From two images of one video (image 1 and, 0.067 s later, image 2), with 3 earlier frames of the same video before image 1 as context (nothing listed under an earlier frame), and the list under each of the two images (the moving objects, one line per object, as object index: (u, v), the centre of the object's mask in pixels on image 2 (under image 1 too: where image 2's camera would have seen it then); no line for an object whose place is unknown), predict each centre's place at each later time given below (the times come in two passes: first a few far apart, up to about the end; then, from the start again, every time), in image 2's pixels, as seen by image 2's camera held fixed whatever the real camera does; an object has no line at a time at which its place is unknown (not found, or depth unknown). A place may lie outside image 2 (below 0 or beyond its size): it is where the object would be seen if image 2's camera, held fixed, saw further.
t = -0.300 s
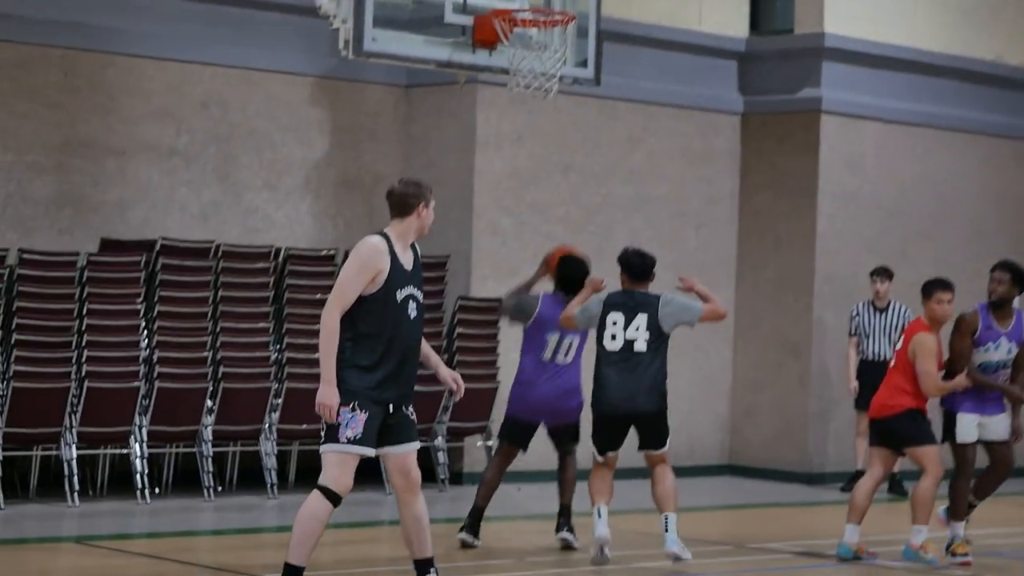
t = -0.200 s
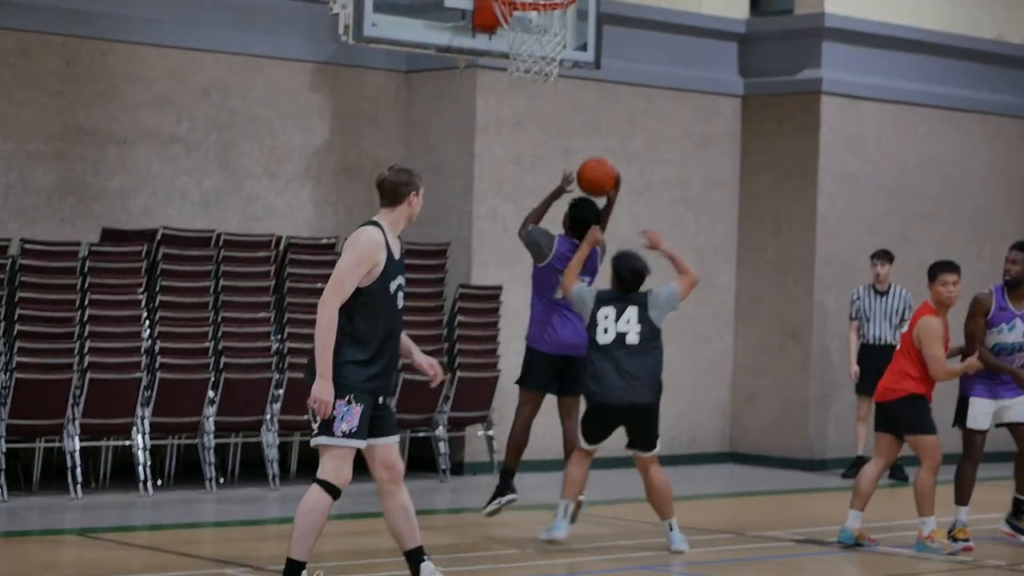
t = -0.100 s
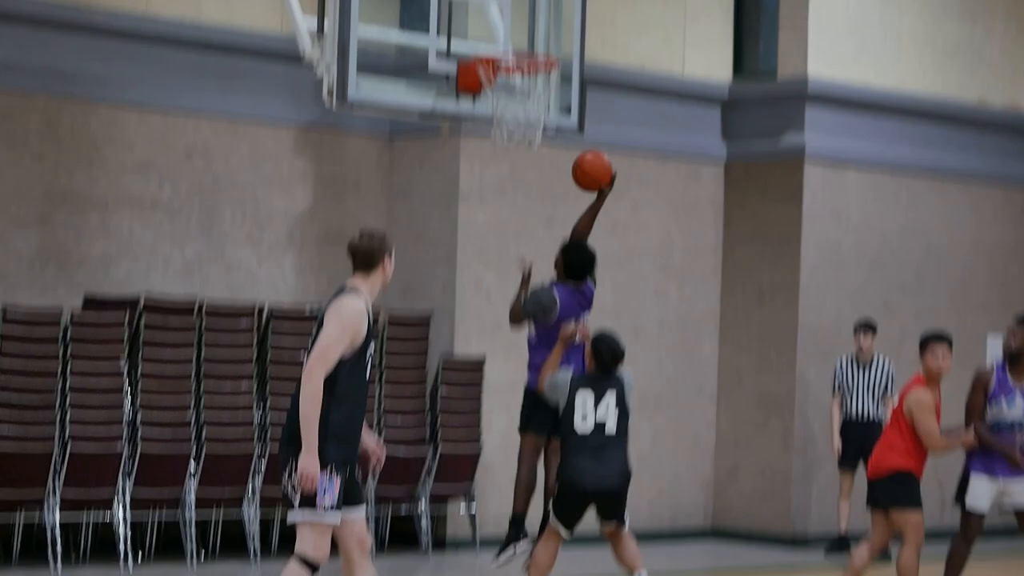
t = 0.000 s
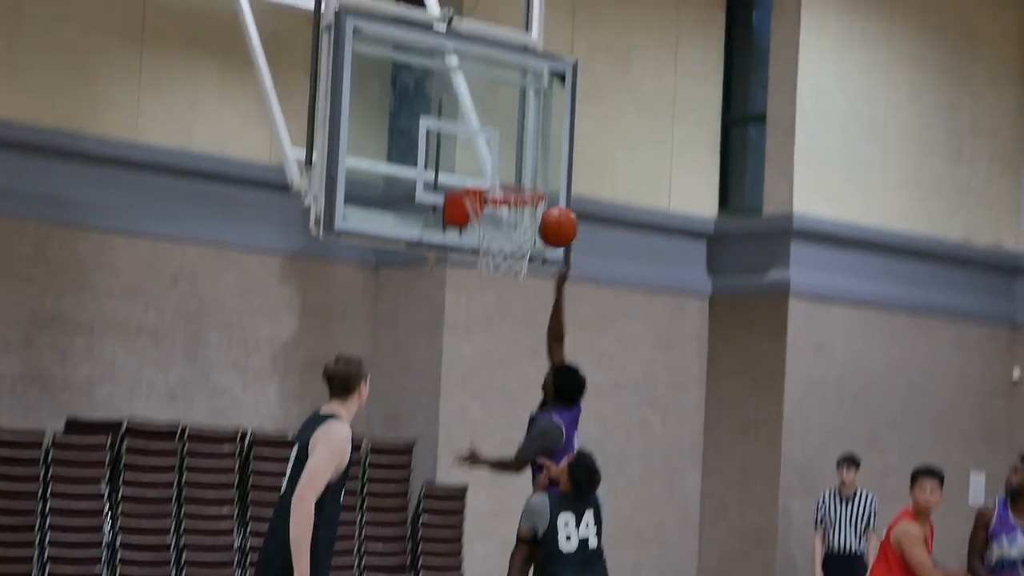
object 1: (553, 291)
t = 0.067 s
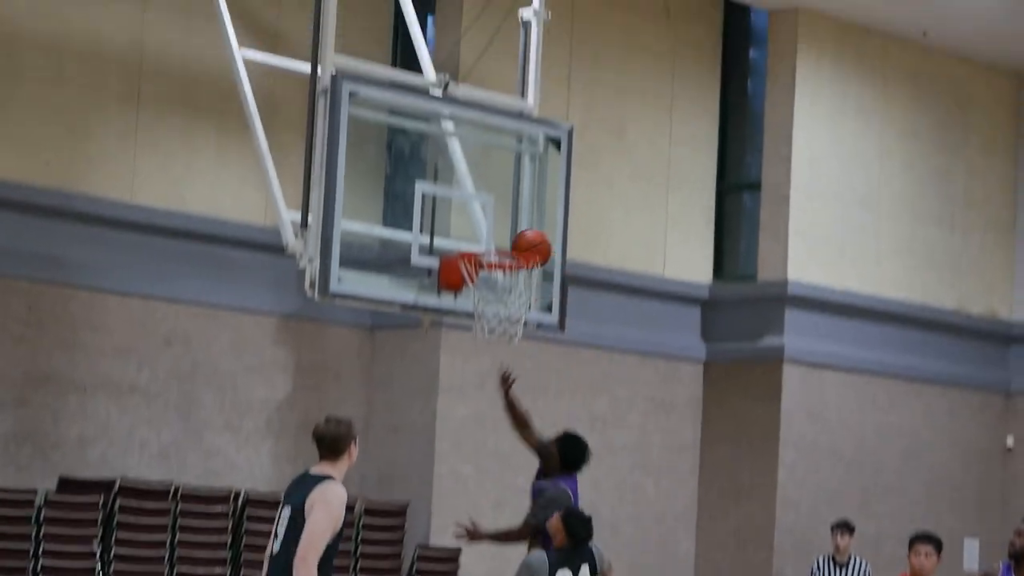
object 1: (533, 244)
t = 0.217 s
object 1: (517, 211)
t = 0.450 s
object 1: (512, 238)
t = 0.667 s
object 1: (503, 327)
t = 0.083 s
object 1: (526, 240)
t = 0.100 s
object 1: (520, 231)
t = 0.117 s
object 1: (518, 225)
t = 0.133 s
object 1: (518, 222)
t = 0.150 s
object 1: (518, 219)
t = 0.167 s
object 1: (518, 216)
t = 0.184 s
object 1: (518, 214)
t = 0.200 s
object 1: (517, 212)
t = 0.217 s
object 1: (517, 211)
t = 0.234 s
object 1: (517, 210)
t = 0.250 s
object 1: (517, 209)
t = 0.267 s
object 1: (517, 209)
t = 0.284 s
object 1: (516, 210)
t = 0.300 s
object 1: (516, 211)
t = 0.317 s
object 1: (516, 212)
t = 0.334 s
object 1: (516, 214)
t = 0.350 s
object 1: (515, 216)
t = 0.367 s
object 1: (515, 219)
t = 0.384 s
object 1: (514, 222)
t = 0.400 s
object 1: (514, 226)
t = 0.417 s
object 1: (513, 231)
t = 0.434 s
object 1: (513, 235)
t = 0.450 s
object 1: (512, 238)
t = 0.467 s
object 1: (512, 241)
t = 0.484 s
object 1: (512, 244)
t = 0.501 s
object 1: (510, 258)
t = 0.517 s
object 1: (509, 266)
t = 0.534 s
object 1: (509, 274)
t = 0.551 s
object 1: (509, 282)
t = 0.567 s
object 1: (507, 289)
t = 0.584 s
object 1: (507, 297)
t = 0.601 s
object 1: (506, 302)
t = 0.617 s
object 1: (506, 307)
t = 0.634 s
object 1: (505, 312)
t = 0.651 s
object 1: (504, 318)
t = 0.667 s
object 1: (503, 327)
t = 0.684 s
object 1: (503, 331)
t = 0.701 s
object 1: (502, 338)
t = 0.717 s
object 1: (501, 346)
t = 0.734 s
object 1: (500, 354)
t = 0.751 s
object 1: (499, 363)
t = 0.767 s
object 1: (498, 373)
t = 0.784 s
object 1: (497, 382)
